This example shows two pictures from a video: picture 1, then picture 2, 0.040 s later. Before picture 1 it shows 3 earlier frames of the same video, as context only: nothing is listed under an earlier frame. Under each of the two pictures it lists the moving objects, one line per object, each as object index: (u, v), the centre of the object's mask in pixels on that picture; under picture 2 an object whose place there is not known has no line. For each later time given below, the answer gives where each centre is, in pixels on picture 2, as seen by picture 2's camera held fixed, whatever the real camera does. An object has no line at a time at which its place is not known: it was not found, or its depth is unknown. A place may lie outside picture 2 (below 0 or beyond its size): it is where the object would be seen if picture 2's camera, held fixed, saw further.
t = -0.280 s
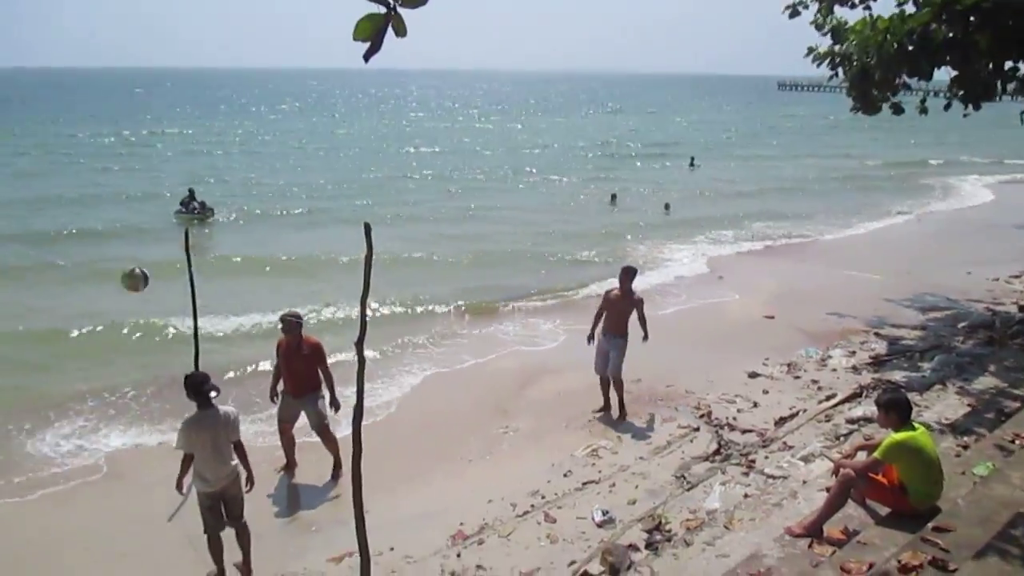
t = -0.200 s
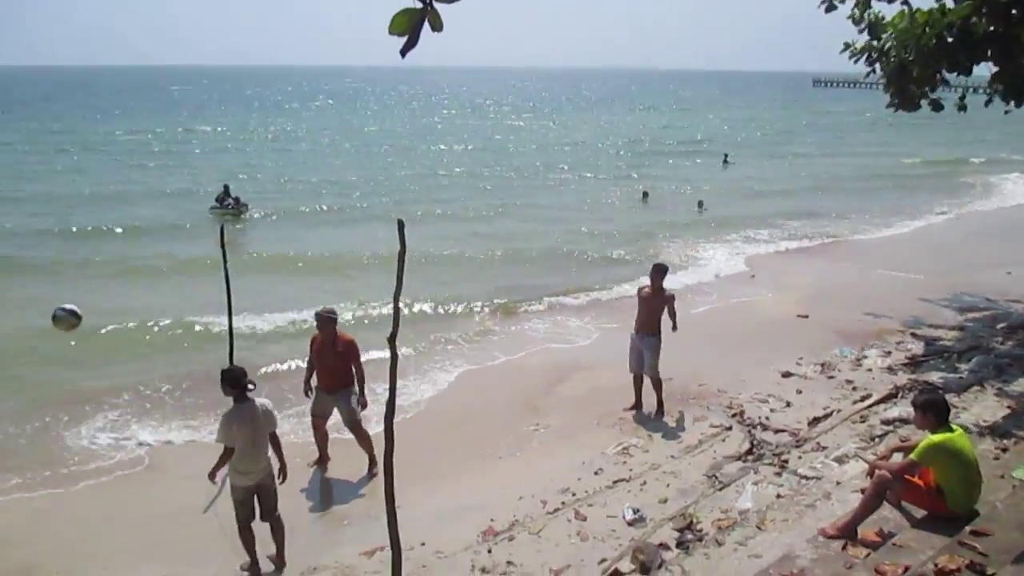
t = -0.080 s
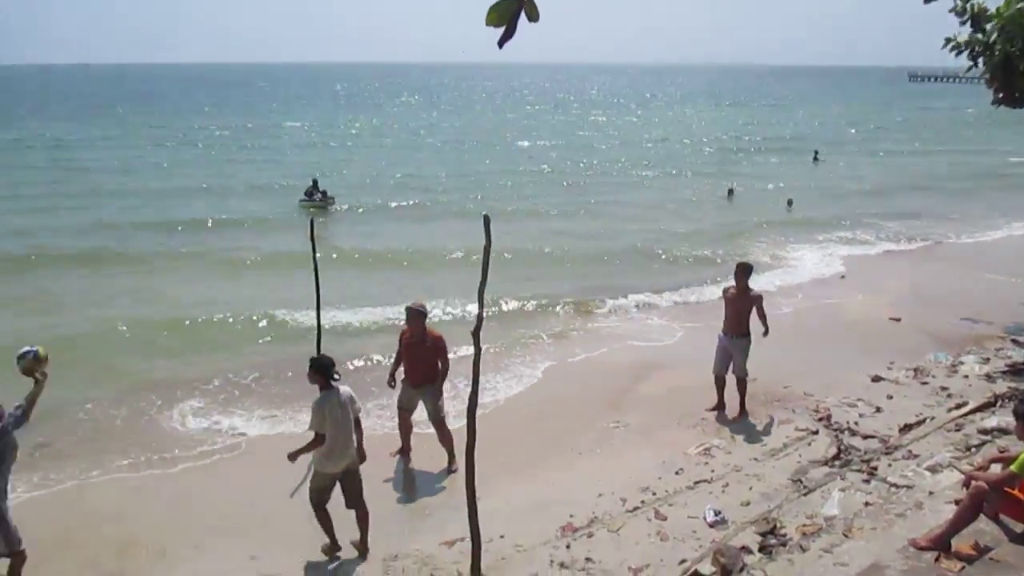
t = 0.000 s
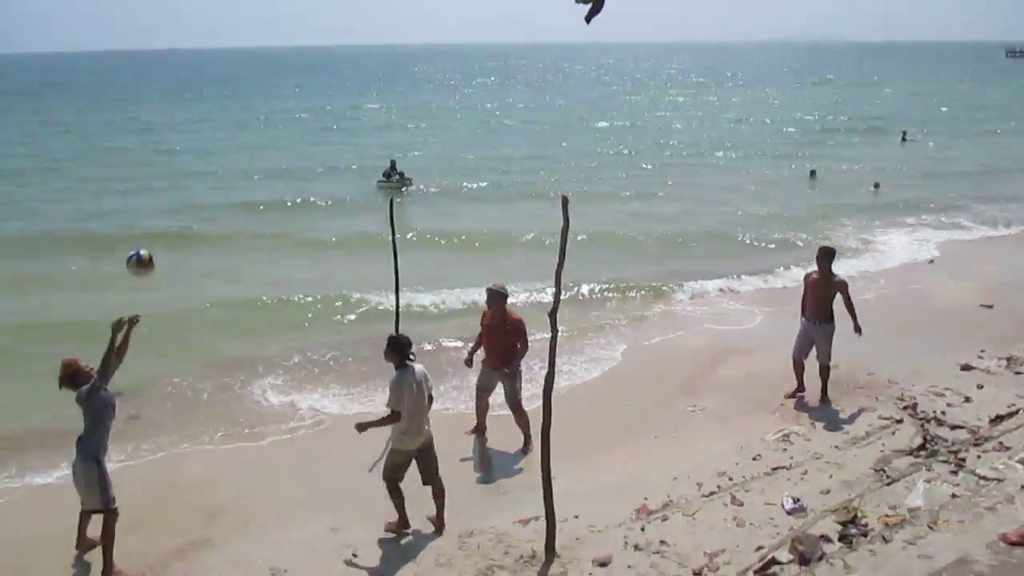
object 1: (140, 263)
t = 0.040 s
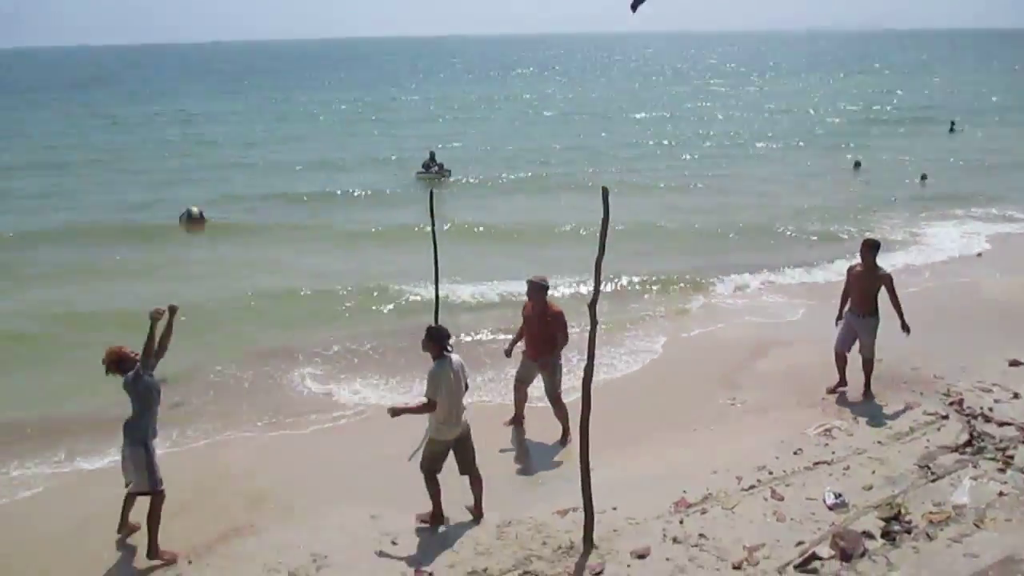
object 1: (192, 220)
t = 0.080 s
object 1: (201, 189)
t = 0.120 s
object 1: (208, 159)
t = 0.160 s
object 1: (218, 133)
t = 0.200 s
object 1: (225, 108)
